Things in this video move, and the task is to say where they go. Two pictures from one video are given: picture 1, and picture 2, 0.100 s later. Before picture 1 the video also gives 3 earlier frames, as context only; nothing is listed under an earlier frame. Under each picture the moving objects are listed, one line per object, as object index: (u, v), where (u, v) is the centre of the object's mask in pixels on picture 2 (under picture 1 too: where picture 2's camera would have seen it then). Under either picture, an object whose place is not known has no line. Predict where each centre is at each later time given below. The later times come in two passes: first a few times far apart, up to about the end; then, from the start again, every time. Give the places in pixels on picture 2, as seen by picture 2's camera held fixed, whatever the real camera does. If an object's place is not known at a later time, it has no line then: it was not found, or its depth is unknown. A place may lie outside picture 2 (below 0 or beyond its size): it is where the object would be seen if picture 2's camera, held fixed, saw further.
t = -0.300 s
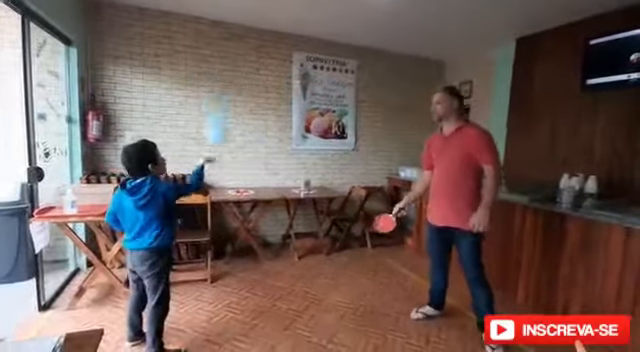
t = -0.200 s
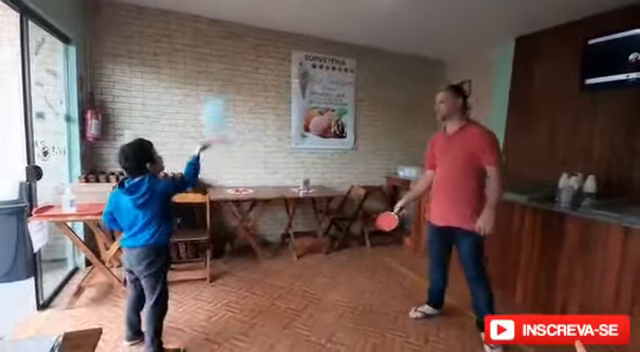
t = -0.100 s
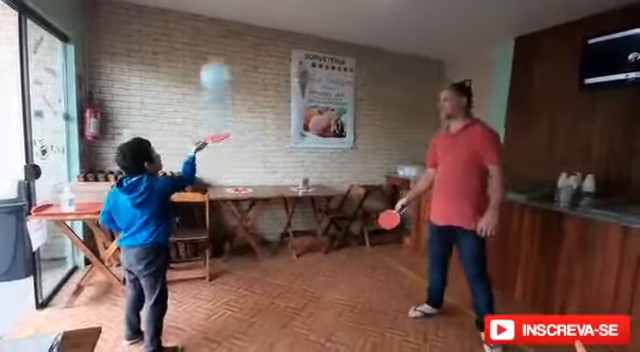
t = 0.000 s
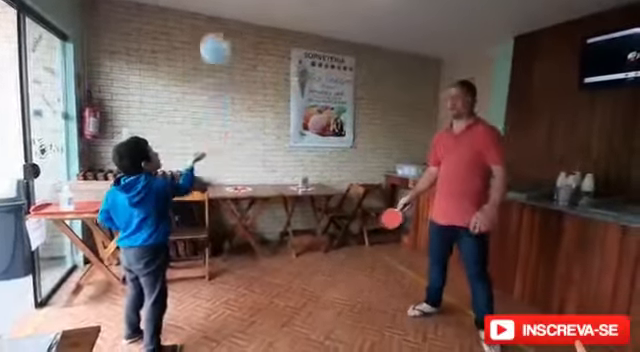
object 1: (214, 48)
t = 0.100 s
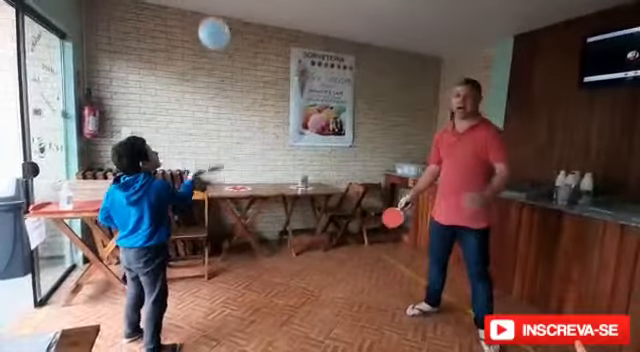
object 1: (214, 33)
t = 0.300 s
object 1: (209, 22)
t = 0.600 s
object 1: (202, 24)
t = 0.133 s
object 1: (213, 30)
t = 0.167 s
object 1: (213, 28)
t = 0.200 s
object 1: (212, 25)
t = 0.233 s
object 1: (211, 24)
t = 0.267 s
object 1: (210, 22)
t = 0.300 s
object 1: (209, 22)
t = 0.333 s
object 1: (209, 21)
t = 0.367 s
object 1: (208, 22)
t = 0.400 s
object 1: (207, 21)
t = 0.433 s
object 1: (205, 21)
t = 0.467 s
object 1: (205, 21)
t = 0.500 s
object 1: (204, 21)
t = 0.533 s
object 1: (203, 21)
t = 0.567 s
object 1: (203, 23)
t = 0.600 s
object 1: (202, 24)
